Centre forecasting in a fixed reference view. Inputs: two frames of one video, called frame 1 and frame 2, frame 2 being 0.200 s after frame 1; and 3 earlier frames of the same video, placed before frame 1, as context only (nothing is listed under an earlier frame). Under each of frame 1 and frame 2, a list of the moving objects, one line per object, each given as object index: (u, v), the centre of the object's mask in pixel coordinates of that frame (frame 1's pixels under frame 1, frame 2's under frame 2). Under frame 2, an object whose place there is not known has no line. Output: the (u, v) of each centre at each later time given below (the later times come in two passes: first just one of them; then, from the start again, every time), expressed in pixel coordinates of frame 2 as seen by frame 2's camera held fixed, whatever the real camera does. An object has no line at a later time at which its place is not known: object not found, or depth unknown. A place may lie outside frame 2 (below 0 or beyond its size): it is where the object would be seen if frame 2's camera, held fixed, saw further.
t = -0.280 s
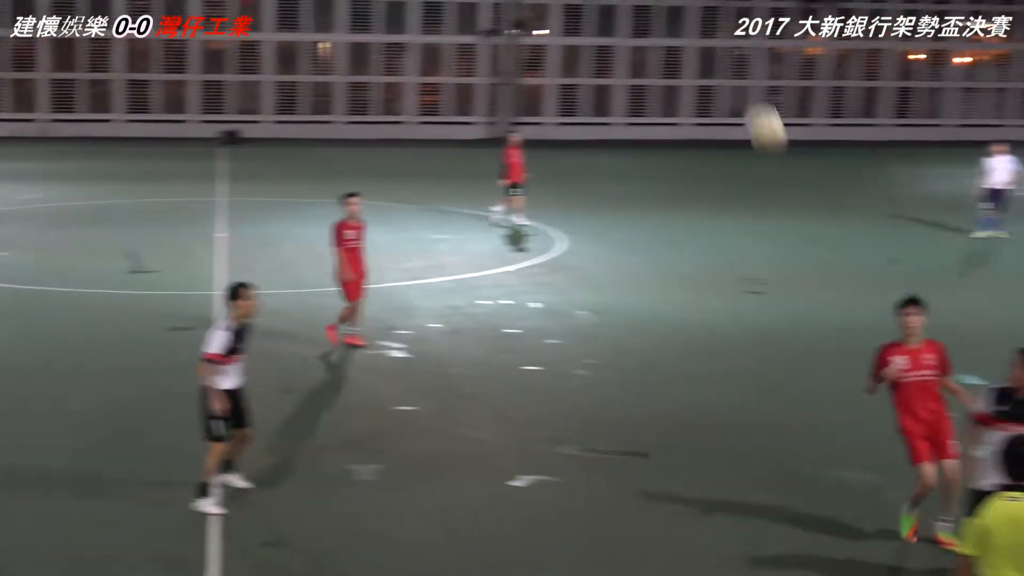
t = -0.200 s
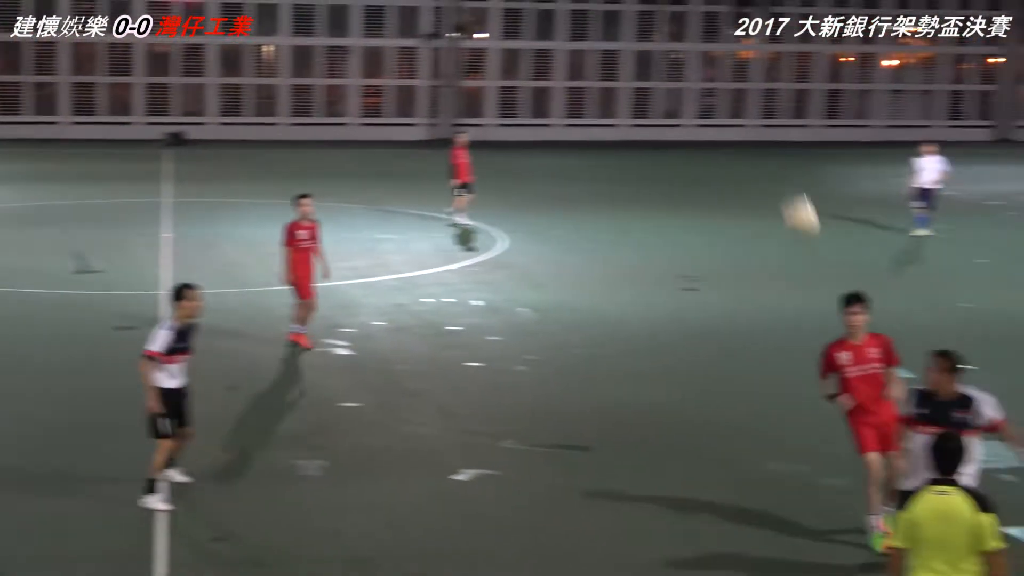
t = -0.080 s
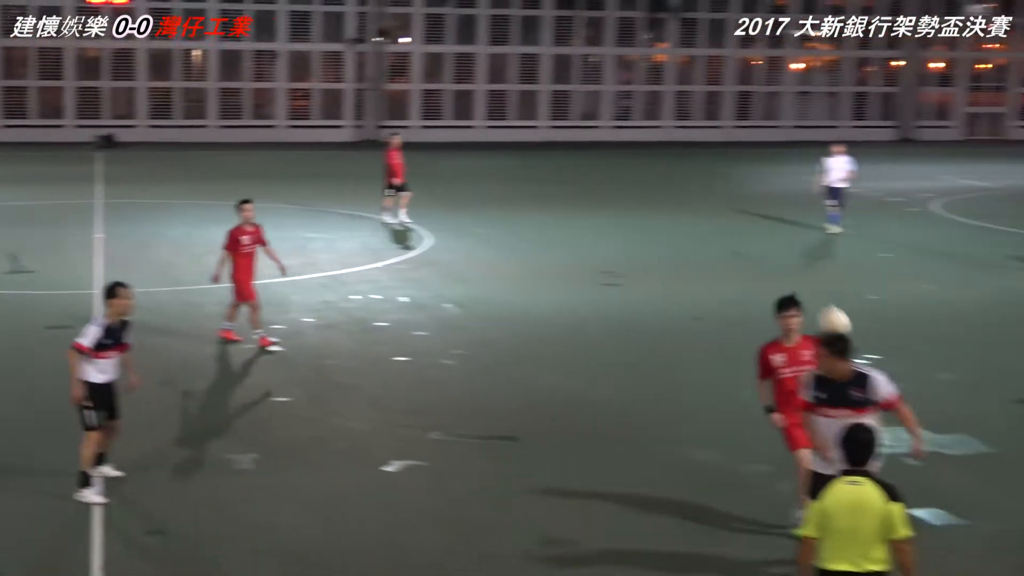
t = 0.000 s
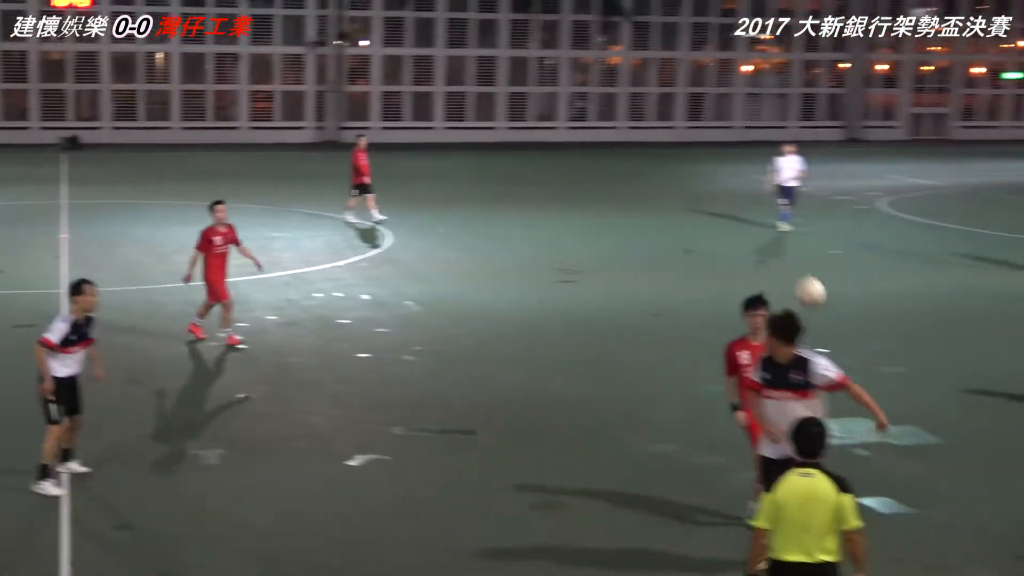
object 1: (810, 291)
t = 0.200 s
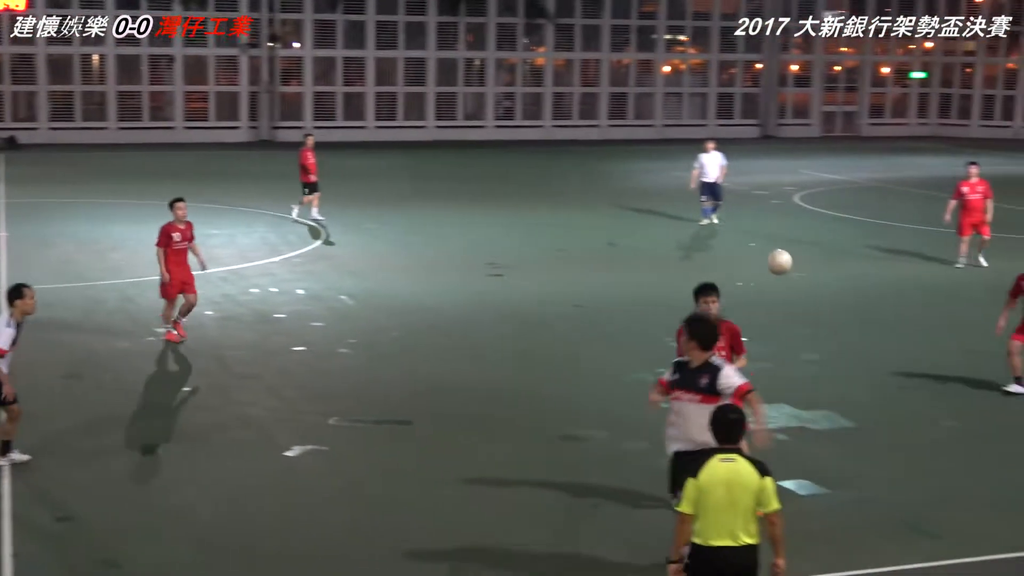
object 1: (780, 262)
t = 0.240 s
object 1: (787, 264)
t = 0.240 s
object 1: (787, 264)
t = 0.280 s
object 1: (795, 267)
